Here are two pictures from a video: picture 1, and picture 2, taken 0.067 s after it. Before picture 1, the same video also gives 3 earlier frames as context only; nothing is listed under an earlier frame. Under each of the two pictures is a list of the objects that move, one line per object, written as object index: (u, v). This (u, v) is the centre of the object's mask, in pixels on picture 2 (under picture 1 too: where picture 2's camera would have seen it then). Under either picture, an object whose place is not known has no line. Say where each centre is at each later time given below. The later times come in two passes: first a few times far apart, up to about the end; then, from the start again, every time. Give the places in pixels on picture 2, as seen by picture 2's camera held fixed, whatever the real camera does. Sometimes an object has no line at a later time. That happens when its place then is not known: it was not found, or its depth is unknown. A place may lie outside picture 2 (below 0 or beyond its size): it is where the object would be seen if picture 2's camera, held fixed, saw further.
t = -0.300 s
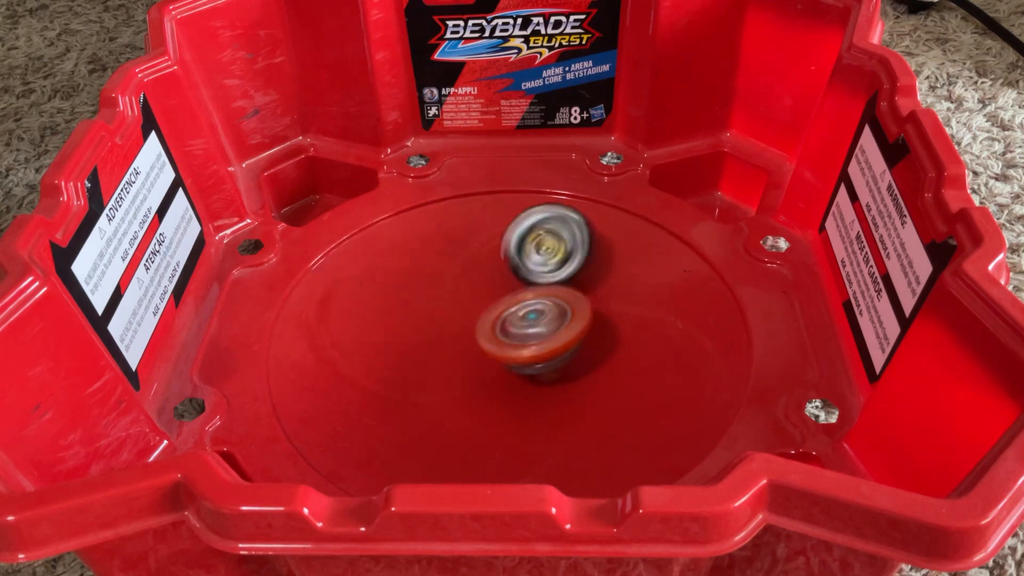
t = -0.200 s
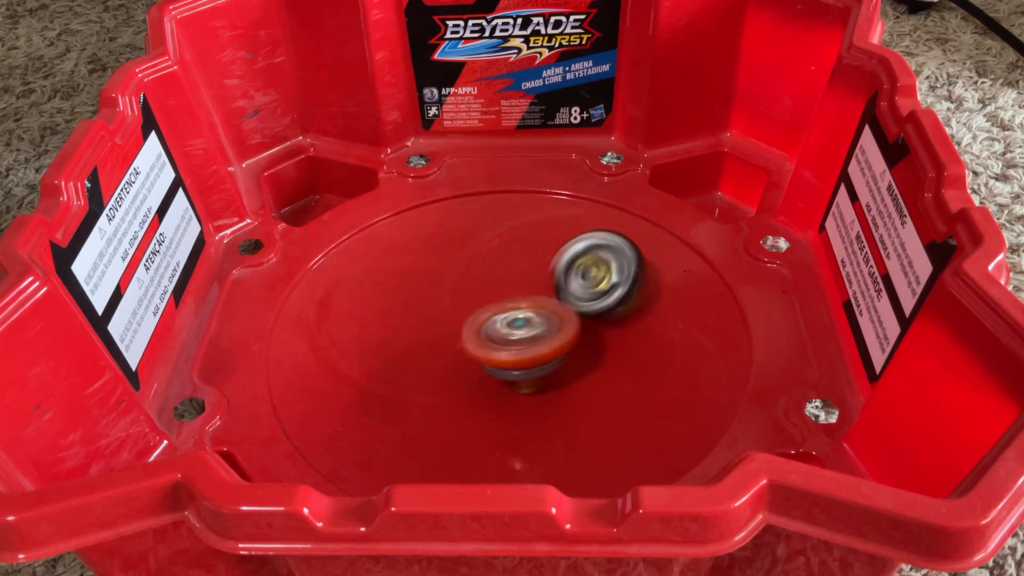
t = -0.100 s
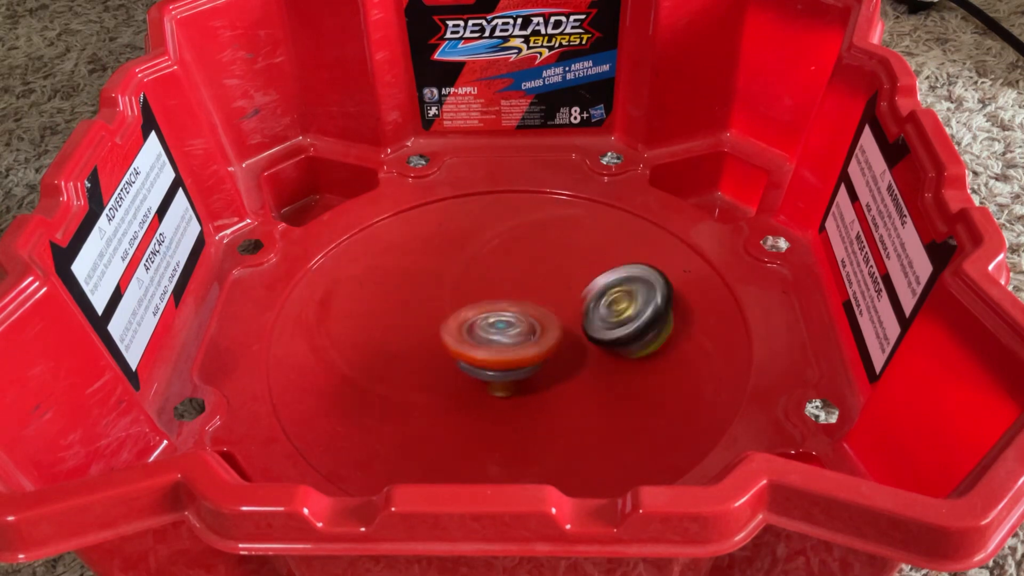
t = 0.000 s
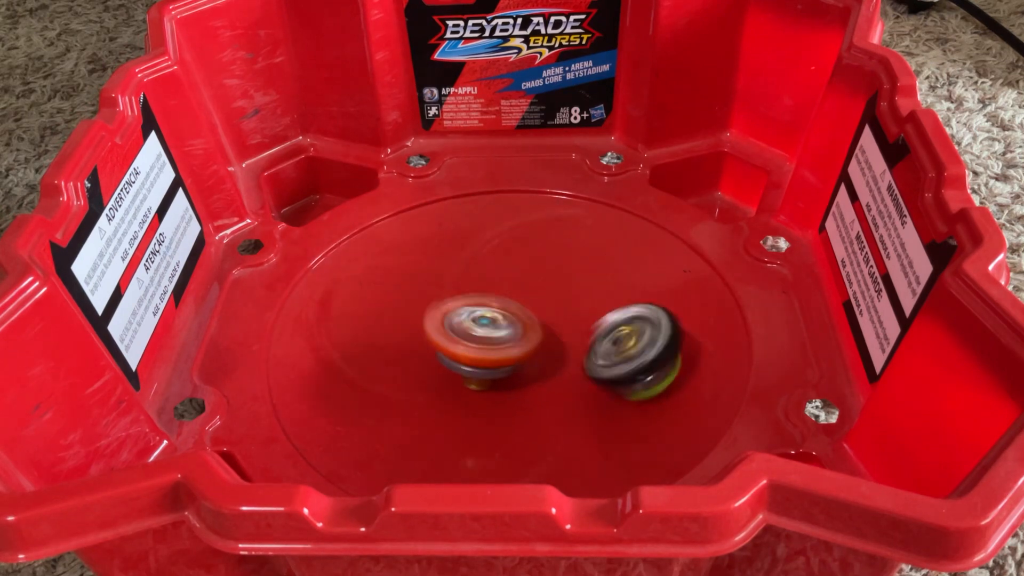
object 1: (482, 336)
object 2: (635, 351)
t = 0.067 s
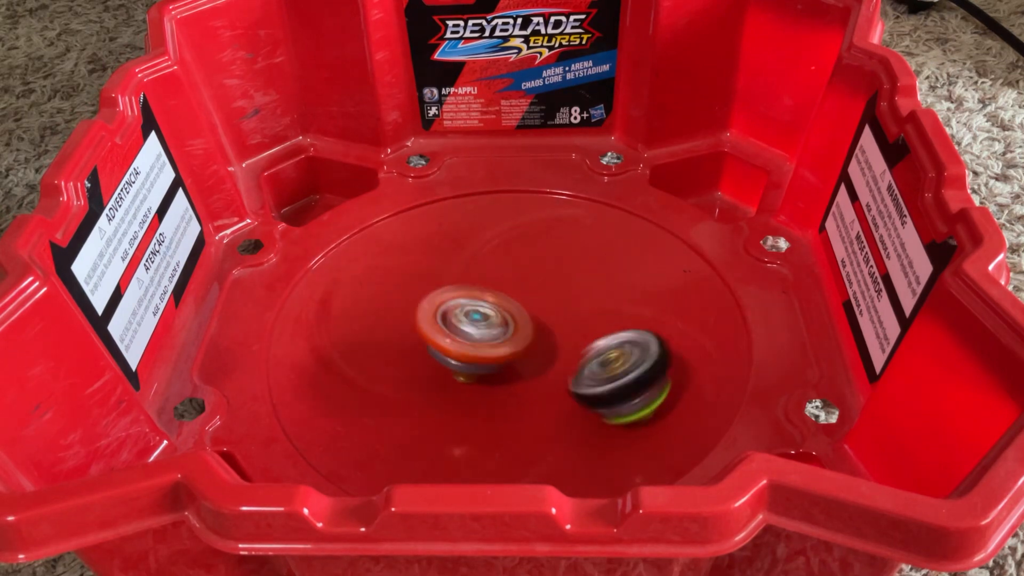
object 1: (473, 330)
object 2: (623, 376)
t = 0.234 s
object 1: (467, 306)
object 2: (545, 416)
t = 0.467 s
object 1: (496, 285)
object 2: (412, 372)
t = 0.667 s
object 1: (530, 290)
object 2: (398, 294)
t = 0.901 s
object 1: (542, 319)
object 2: (479, 238)
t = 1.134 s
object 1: (511, 341)
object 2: (583, 262)
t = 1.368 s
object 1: (474, 327)
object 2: (606, 352)
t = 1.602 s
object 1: (478, 297)
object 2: (501, 404)
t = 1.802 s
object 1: (508, 286)
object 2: (416, 361)
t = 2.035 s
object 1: (540, 300)
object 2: (435, 278)
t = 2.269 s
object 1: (534, 331)
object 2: (526, 255)
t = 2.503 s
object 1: (494, 338)
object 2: (602, 316)
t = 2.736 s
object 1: (474, 314)
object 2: (557, 393)
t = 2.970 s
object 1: (495, 291)
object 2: (448, 378)
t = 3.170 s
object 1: (532, 303)
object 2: (436, 309)
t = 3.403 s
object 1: (554, 341)
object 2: (499, 228)
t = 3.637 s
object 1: (506, 354)
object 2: (542, 229)
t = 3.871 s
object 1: (484, 313)
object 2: (587, 310)
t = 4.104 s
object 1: (508, 299)
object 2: (628, 357)
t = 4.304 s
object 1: (527, 318)
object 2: (620, 349)
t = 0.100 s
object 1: (469, 325)
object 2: (612, 387)
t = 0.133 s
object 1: (468, 320)
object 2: (598, 397)
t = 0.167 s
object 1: (466, 316)
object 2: (584, 407)
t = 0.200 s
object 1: (466, 311)
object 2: (565, 412)
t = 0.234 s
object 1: (467, 306)
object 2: (545, 416)
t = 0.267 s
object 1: (469, 302)
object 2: (523, 415)
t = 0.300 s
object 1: (472, 298)
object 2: (501, 415)
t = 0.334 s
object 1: (476, 294)
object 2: (479, 410)
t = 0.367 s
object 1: (481, 291)
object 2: (457, 404)
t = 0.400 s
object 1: (484, 288)
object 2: (441, 394)
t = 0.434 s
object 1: (490, 286)
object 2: (423, 385)
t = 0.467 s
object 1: (496, 285)
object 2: (412, 372)
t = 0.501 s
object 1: (502, 284)
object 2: (401, 360)
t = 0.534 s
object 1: (508, 284)
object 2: (396, 347)
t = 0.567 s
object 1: (514, 285)
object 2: (391, 333)
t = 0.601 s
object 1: (520, 286)
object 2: (390, 319)
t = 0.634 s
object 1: (524, 288)
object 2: (392, 306)
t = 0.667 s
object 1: (530, 290)
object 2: (398, 294)
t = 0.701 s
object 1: (534, 293)
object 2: (404, 282)
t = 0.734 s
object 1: (537, 297)
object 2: (413, 269)
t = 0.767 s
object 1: (540, 300)
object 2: (424, 260)
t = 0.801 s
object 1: (542, 305)
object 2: (436, 249)
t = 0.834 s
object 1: (543, 309)
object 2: (450, 245)
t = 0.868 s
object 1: (543, 314)
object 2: (465, 240)
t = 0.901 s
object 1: (542, 319)
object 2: (479, 238)
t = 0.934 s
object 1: (541, 324)
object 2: (495, 236)
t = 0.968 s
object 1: (537, 328)
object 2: (513, 235)
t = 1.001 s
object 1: (534, 332)
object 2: (527, 239)
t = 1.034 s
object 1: (529, 335)
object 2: (543, 239)
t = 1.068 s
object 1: (524, 338)
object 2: (558, 247)
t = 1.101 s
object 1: (517, 340)
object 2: (569, 254)
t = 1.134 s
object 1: (511, 341)
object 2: (583, 262)
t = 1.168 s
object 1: (505, 341)
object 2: (593, 275)
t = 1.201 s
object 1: (498, 341)
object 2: (603, 286)
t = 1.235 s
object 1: (492, 340)
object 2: (610, 298)
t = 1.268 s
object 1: (487, 337)
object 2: (613, 310)
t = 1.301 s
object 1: (482, 334)
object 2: (615, 325)
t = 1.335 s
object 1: (477, 331)
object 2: (611, 339)
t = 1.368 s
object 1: (474, 327)
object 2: (606, 352)
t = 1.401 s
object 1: (471, 322)
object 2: (597, 366)
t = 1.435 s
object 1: (470, 318)
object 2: (588, 377)
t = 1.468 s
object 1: (470, 313)
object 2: (574, 386)
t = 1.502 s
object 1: (470, 309)
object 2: (557, 395)
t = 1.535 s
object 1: (472, 304)
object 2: (540, 400)
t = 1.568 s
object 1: (474, 300)
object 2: (519, 405)
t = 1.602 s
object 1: (478, 297)
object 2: (501, 404)
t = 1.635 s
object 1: (482, 293)
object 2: (482, 402)
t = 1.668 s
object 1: (486, 291)
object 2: (465, 399)
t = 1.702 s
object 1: (491, 288)
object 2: (450, 391)
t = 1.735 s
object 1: (497, 287)
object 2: (433, 383)
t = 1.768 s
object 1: (502, 286)
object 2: (424, 373)
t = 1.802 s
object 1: (508, 286)
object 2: (416, 361)
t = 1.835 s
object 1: (514, 286)
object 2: (411, 349)
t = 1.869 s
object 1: (519, 287)
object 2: (409, 335)
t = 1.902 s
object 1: (525, 289)
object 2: (407, 321)
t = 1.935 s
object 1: (529, 290)
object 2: (410, 309)
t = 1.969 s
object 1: (534, 294)
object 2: (416, 299)
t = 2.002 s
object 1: (537, 297)
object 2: (424, 287)
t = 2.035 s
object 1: (540, 300)
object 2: (435, 278)
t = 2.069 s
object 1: (542, 304)
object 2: (445, 267)
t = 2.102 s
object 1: (543, 309)
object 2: (458, 262)
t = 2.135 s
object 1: (544, 313)
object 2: (470, 261)
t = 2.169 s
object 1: (543, 318)
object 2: (483, 255)
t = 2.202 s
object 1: (541, 323)
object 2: (498, 253)
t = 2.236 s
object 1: (539, 327)
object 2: (510, 253)
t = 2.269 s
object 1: (534, 331)
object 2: (526, 255)
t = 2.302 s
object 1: (530, 334)
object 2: (541, 259)
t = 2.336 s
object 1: (525, 337)
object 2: (556, 263)
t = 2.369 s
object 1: (519, 339)
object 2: (570, 270)
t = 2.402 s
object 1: (513, 340)
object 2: (580, 282)
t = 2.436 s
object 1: (507, 340)
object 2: (591, 293)
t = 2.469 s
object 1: (500, 339)
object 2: (598, 303)
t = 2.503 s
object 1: (494, 338)
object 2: (602, 316)
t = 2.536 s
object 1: (489, 336)
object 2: (603, 330)
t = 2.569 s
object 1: (485, 334)
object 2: (602, 344)
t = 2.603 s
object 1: (481, 330)
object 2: (599, 355)
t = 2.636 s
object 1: (477, 327)
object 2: (592, 367)
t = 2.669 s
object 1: (474, 322)
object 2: (581, 379)
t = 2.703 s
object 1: (474, 318)
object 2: (571, 387)
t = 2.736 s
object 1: (474, 314)
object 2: (557, 393)
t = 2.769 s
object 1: (474, 309)
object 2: (540, 399)
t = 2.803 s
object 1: (476, 305)
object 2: (522, 401)
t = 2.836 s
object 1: (479, 301)
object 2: (505, 401)
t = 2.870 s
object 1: (482, 298)
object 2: (489, 399)
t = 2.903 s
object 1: (487, 295)
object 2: (474, 393)
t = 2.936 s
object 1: (491, 293)
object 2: (459, 385)
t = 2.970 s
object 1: (495, 291)
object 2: (448, 378)
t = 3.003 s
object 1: (501, 291)
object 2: (441, 368)
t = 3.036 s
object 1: (509, 290)
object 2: (434, 357)
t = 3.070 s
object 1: (514, 293)
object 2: (434, 347)
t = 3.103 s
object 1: (520, 294)
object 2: (434, 337)
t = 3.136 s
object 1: (524, 298)
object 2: (434, 323)
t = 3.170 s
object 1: (532, 303)
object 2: (436, 309)
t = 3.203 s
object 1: (539, 313)
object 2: (440, 290)
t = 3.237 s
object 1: (546, 316)
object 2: (446, 275)
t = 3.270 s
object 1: (549, 321)
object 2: (455, 261)
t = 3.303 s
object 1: (553, 325)
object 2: (464, 251)
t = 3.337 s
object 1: (554, 332)
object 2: (476, 242)
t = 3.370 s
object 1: (556, 335)
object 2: (487, 234)
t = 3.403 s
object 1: (554, 341)
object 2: (499, 228)
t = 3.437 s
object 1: (552, 344)
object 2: (509, 225)
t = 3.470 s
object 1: (546, 350)
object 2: (517, 220)
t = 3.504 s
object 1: (540, 353)
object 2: (524, 220)
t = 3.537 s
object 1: (531, 356)
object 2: (529, 220)
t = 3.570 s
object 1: (525, 356)
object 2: (533, 222)
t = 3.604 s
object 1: (515, 357)
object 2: (536, 226)
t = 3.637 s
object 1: (506, 354)
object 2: (542, 229)
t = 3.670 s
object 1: (499, 351)
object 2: (548, 238)
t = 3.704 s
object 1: (493, 345)
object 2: (554, 248)
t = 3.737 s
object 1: (487, 340)
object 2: (560, 258)
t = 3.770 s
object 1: (485, 334)
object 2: (568, 269)
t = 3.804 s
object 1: (485, 328)
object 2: (574, 283)
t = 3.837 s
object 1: (486, 320)
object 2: (579, 298)
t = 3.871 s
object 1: (484, 313)
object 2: (587, 310)
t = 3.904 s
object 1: (484, 308)
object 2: (596, 320)
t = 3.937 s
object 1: (486, 305)
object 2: (604, 329)
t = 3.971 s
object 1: (490, 301)
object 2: (612, 338)
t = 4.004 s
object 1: (495, 299)
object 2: (618, 345)
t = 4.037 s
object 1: (499, 299)
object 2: (622, 352)
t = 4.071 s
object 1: (504, 299)
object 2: (627, 355)
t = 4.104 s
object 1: (508, 299)
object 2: (628, 357)
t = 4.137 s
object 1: (513, 300)
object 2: (627, 358)
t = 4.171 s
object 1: (515, 303)
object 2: (626, 357)
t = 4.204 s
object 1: (519, 305)
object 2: (624, 357)
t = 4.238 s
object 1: (523, 309)
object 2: (624, 354)
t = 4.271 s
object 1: (527, 314)
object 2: (623, 351)
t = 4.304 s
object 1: (527, 318)
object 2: (620, 349)
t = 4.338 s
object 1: (528, 326)
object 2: (617, 349)
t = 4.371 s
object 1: (527, 331)
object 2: (614, 349)
